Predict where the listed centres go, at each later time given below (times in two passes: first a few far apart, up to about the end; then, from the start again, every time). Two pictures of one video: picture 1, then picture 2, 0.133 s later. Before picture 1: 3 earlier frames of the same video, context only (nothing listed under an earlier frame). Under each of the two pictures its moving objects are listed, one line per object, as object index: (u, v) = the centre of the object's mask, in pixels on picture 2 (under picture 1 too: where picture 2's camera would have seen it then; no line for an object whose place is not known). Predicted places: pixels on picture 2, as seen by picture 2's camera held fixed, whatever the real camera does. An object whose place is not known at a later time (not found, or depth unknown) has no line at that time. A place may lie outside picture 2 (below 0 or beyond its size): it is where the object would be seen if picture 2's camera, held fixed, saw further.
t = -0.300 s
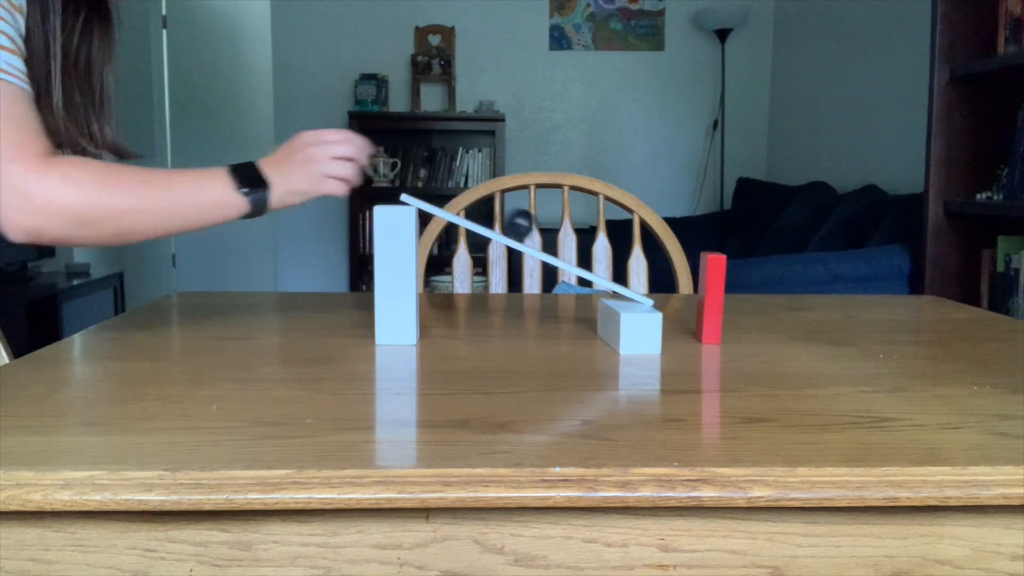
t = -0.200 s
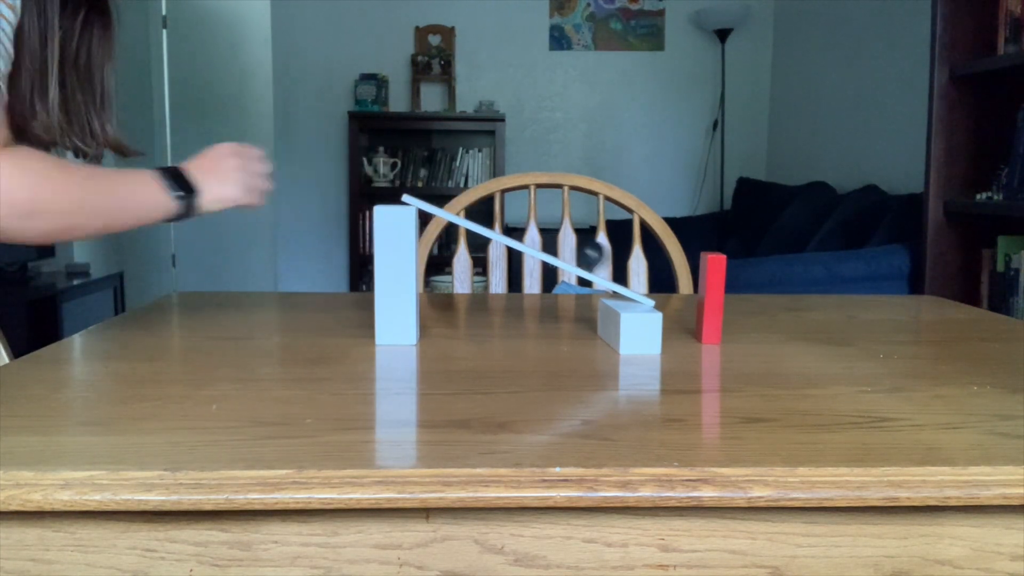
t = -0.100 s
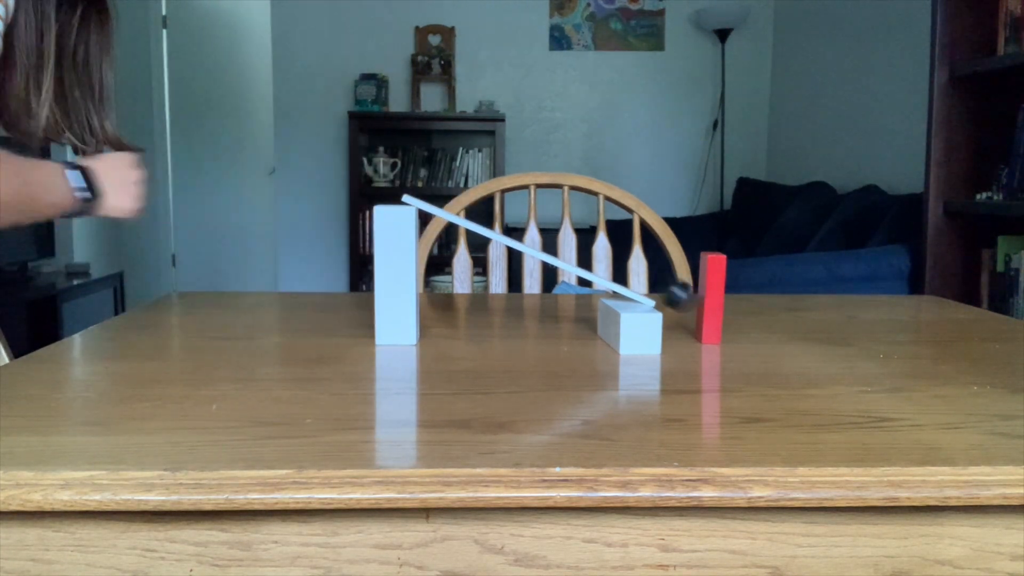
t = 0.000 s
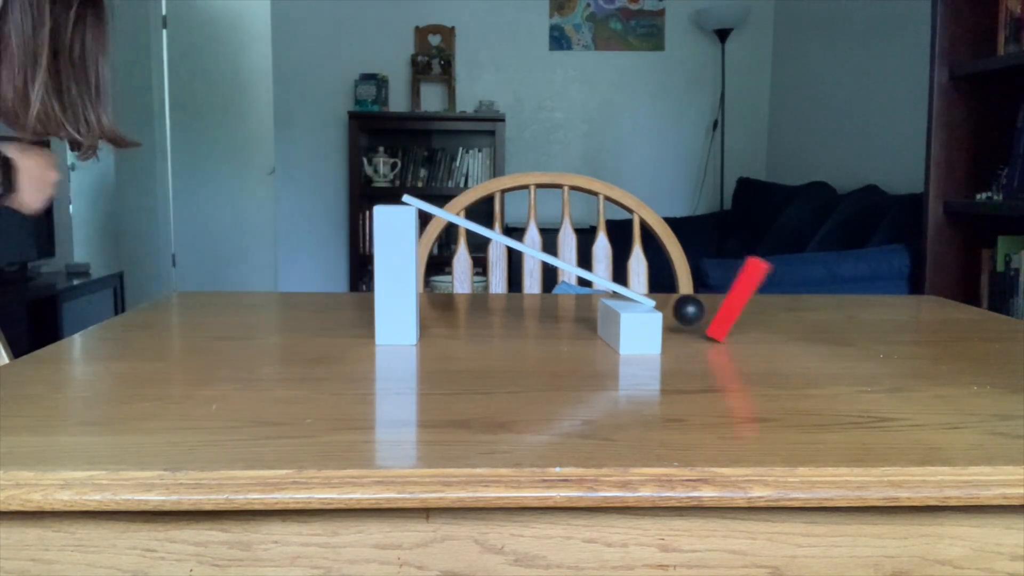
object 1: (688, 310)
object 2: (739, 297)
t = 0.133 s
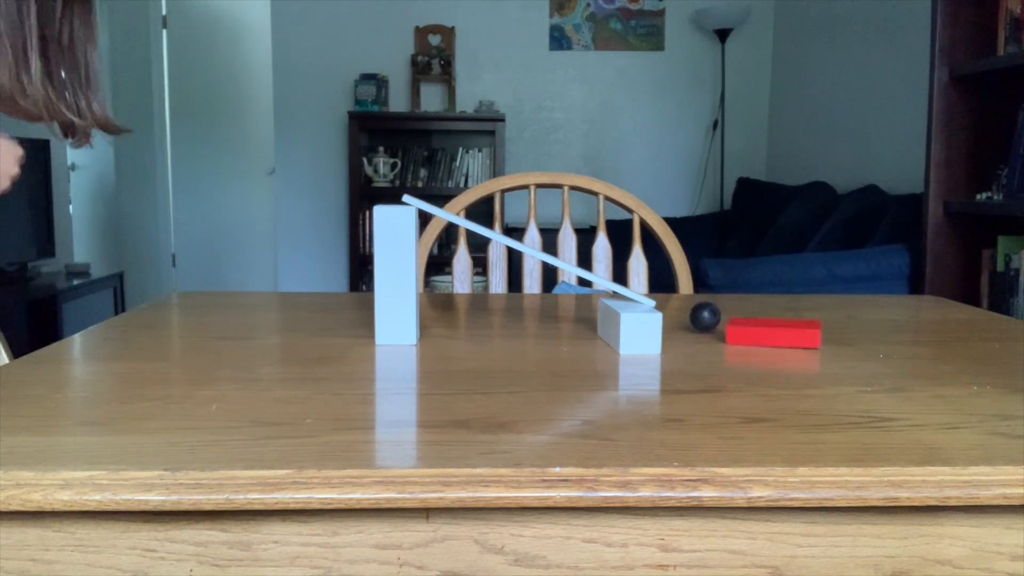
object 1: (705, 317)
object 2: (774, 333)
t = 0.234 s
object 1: (714, 317)
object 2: (776, 336)
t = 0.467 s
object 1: (737, 312)
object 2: (775, 336)
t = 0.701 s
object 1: (755, 309)
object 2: (776, 336)
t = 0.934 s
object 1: (775, 307)
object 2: (776, 336)
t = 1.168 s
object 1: (788, 304)
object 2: (776, 336)
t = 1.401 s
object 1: (803, 301)
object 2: (776, 336)
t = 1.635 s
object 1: (808, 297)
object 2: (776, 336)
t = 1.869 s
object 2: (776, 336)
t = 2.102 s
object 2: (776, 336)
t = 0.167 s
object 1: (708, 316)
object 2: (776, 334)
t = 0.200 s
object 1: (711, 317)
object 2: (776, 335)
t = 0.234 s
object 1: (714, 317)
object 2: (776, 336)
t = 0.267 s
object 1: (717, 316)
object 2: (776, 336)
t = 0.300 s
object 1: (720, 316)
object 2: (776, 336)
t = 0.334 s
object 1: (723, 316)
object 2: (776, 336)
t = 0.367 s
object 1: (726, 315)
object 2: (775, 336)
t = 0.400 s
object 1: (730, 314)
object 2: (776, 336)
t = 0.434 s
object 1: (733, 313)
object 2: (775, 336)
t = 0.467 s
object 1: (737, 312)
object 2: (775, 336)
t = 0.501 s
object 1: (740, 312)
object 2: (775, 336)
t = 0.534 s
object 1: (742, 311)
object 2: (776, 336)
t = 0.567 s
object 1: (745, 311)
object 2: (776, 336)
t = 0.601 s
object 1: (747, 311)
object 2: (775, 336)
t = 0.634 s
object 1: (750, 310)
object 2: (776, 336)
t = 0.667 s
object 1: (753, 310)
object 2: (775, 336)
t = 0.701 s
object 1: (755, 309)
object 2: (776, 336)
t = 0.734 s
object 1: (758, 309)
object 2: (776, 336)
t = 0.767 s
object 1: (761, 309)
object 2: (776, 336)
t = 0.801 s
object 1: (765, 309)
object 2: (776, 336)
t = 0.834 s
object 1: (768, 308)
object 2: (776, 336)
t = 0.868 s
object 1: (770, 308)
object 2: (776, 336)
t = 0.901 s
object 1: (773, 308)
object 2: (776, 336)
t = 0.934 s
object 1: (775, 307)
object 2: (776, 336)
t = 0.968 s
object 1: (777, 307)
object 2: (776, 336)
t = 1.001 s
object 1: (779, 307)
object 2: (776, 336)
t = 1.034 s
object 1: (781, 306)
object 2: (776, 336)
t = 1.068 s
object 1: (782, 305)
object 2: (776, 336)
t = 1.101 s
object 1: (784, 304)
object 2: (776, 336)
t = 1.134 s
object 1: (786, 304)
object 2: (776, 336)
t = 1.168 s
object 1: (788, 304)
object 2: (776, 336)
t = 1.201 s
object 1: (791, 303)
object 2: (776, 336)
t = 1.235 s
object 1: (793, 303)
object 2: (776, 336)
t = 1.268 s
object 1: (795, 303)
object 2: (776, 336)
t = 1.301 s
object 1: (797, 302)
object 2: (776, 336)
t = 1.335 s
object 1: (799, 302)
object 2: (776, 336)
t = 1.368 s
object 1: (802, 301)
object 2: (776, 336)
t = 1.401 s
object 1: (803, 301)
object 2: (776, 336)
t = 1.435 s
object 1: (804, 300)
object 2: (776, 336)
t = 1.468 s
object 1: (806, 299)
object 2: (776, 336)
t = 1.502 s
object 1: (806, 299)
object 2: (776, 336)
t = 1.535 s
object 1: (807, 299)
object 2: (776, 336)
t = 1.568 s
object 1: (807, 298)
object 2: (776, 336)
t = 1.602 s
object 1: (808, 297)
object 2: (776, 336)
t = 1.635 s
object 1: (808, 297)
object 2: (776, 336)
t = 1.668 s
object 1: (809, 296)
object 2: (776, 336)
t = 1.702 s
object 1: (810, 297)
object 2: (776, 336)
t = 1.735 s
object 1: (812, 296)
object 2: (776, 336)
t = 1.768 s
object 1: (813, 296)
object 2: (776, 336)
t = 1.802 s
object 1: (814, 295)
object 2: (776, 336)
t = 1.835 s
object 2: (776, 336)
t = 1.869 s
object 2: (776, 336)
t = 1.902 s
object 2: (776, 336)
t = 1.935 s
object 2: (776, 336)
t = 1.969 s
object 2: (776, 336)
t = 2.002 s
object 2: (776, 336)
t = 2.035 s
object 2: (776, 336)
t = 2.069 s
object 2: (776, 336)
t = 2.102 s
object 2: (776, 336)
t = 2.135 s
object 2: (776, 336)
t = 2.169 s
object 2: (776, 336)
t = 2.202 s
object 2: (776, 336)
